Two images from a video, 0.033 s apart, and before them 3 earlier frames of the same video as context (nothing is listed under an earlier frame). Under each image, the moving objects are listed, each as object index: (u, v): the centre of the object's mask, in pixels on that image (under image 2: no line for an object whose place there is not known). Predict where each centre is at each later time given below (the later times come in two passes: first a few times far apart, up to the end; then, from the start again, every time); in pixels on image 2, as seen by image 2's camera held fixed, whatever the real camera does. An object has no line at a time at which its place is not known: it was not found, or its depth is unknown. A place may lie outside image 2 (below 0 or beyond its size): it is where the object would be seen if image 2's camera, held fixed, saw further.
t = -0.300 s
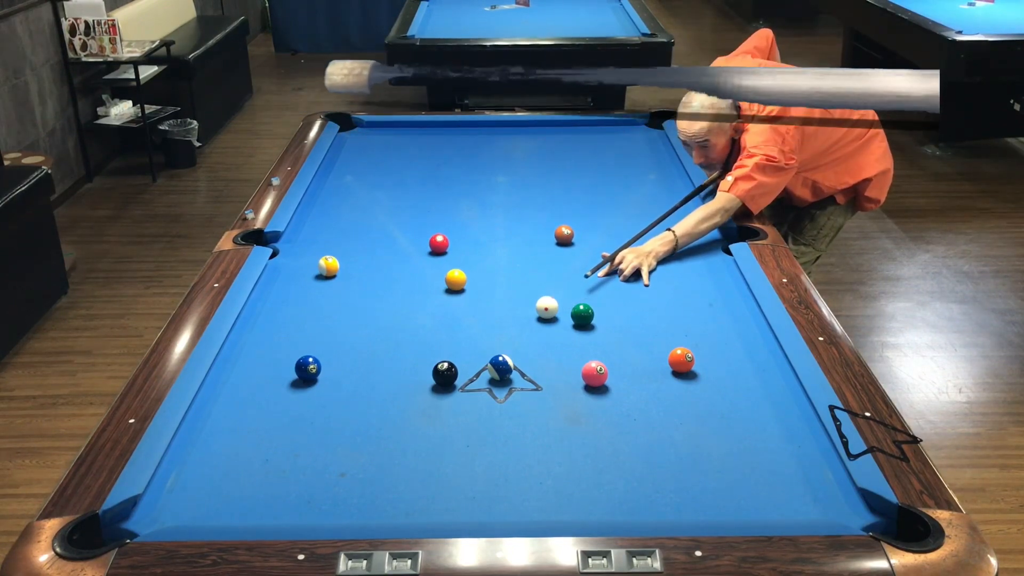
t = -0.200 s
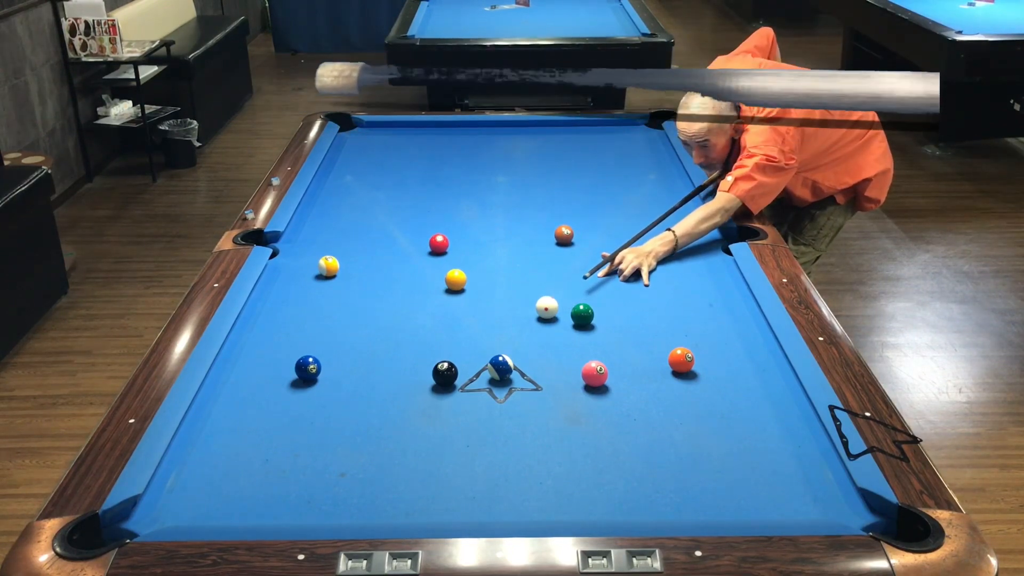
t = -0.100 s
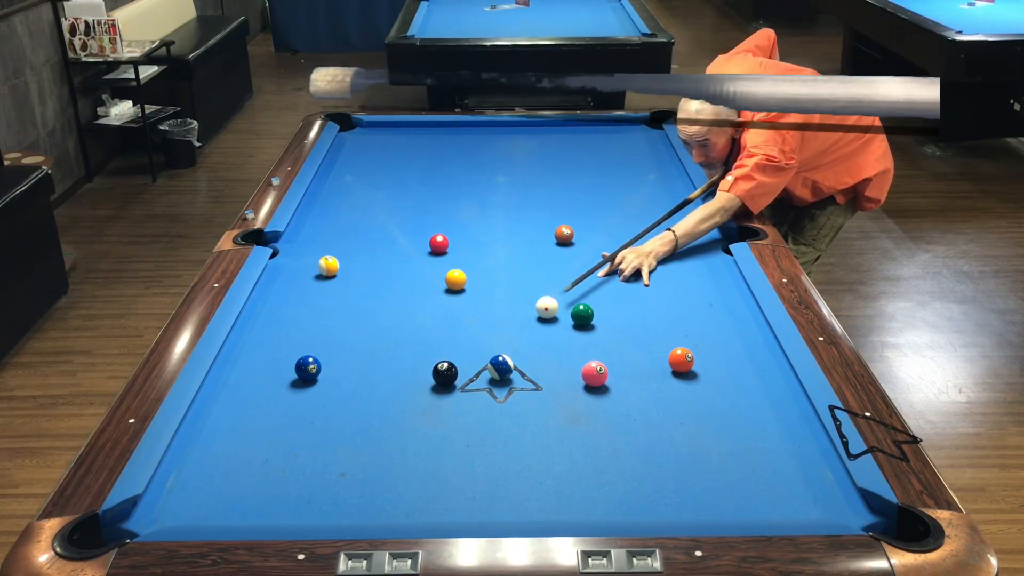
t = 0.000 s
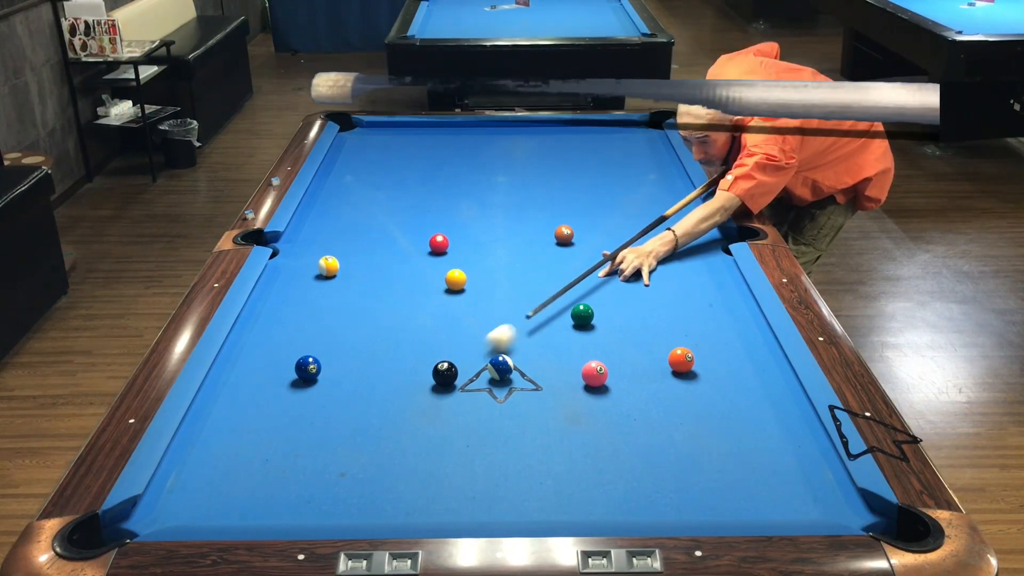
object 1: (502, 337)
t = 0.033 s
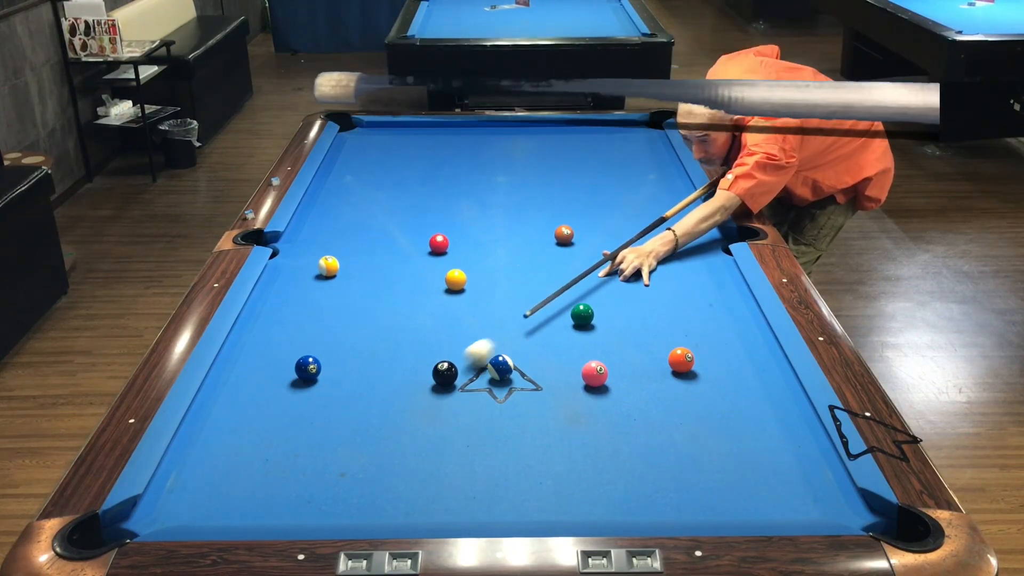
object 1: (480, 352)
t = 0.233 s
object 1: (475, 386)
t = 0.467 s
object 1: (459, 433)
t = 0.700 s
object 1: (438, 490)
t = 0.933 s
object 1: (425, 494)
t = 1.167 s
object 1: (420, 462)
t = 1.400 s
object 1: (416, 434)
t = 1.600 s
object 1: (413, 414)
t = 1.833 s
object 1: (410, 392)
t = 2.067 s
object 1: (407, 374)
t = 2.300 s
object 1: (405, 357)
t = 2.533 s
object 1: (403, 343)
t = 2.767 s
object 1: (402, 331)
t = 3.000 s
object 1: (400, 319)
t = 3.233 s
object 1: (399, 310)
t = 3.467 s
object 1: (398, 302)
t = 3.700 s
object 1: (397, 294)
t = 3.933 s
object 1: (396, 288)
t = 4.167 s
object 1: (395, 283)
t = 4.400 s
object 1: (395, 278)
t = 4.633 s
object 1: (395, 275)
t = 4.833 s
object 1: (395, 272)
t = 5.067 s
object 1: (396, 270)
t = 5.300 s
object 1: (397, 269)
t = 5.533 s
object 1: (398, 268)
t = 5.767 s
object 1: (398, 268)
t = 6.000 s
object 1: (397, 268)
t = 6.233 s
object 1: (398, 268)
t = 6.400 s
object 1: (398, 268)
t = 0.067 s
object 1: (466, 365)
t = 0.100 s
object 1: (470, 368)
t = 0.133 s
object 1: (473, 372)
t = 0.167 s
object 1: (475, 376)
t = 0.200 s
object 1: (475, 381)
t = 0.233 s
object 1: (475, 386)
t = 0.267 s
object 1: (474, 391)
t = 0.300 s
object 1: (472, 398)
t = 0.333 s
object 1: (470, 405)
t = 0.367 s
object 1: (467, 411)
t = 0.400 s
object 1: (465, 419)
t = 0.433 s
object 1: (462, 426)
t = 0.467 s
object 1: (459, 433)
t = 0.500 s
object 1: (456, 441)
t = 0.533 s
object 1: (453, 449)
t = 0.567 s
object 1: (450, 456)
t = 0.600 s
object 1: (447, 465)
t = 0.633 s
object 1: (444, 473)
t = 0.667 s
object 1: (441, 481)
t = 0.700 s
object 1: (438, 490)
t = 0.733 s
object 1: (435, 498)
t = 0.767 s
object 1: (431, 506)
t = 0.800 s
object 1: (428, 511)
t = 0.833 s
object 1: (427, 508)
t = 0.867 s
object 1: (426, 504)
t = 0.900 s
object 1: (425, 499)
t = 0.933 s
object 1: (425, 494)
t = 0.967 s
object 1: (424, 489)
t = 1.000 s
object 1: (423, 484)
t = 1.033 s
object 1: (423, 480)
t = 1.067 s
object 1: (422, 475)
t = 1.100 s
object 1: (421, 471)
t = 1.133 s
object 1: (421, 467)
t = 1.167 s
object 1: (420, 462)
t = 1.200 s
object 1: (419, 458)
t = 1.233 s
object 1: (419, 454)
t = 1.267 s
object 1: (418, 450)
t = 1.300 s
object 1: (418, 446)
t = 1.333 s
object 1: (417, 442)
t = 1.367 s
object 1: (416, 438)
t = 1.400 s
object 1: (416, 434)
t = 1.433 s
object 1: (415, 431)
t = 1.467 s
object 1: (415, 427)
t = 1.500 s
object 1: (414, 424)
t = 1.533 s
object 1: (414, 420)
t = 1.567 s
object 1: (413, 417)
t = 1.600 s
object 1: (413, 414)
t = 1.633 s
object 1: (412, 411)
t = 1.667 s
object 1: (412, 407)
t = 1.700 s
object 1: (411, 404)
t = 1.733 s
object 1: (411, 401)
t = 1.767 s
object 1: (411, 398)
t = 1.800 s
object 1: (410, 395)
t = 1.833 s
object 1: (410, 392)
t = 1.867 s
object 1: (409, 389)
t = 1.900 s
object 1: (409, 387)
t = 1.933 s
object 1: (409, 384)
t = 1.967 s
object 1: (408, 382)
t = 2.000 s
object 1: (408, 379)
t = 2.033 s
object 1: (408, 376)
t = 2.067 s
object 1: (407, 374)
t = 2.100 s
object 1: (407, 371)
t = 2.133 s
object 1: (407, 369)
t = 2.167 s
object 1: (407, 366)
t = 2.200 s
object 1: (406, 364)
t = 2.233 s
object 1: (406, 362)
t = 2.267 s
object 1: (405, 360)
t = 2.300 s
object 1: (405, 357)
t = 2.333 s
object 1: (405, 355)
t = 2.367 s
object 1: (405, 353)
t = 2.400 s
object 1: (404, 351)
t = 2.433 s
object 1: (404, 349)
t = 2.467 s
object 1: (404, 347)
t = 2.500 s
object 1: (403, 345)
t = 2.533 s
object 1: (403, 343)
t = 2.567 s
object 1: (403, 341)
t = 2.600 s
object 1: (403, 339)
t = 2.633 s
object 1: (403, 337)
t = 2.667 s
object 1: (402, 336)
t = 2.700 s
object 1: (402, 334)
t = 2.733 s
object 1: (402, 332)
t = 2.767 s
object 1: (402, 331)
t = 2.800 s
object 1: (402, 329)
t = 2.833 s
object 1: (402, 327)
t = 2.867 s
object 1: (401, 326)
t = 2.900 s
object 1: (401, 324)
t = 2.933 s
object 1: (401, 322)
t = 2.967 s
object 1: (401, 321)
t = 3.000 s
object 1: (400, 319)
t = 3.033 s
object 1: (400, 318)
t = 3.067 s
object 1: (400, 316)
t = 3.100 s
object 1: (400, 315)
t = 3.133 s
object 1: (399, 313)
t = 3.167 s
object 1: (399, 312)
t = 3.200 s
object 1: (399, 311)
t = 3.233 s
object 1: (399, 310)
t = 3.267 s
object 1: (399, 309)
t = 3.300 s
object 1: (398, 307)
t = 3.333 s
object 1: (398, 306)
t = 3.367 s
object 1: (398, 305)
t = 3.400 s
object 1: (398, 304)
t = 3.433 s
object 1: (398, 303)
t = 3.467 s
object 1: (398, 302)
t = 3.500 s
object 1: (398, 300)
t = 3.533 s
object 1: (397, 299)
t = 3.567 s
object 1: (397, 298)
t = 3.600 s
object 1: (397, 297)
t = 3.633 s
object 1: (397, 296)
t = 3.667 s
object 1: (397, 295)
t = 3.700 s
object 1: (397, 294)
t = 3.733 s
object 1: (396, 293)
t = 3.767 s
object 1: (396, 292)
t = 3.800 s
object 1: (396, 292)
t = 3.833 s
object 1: (396, 291)
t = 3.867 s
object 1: (396, 290)
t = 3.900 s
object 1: (396, 289)
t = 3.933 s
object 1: (396, 288)
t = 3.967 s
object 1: (396, 287)
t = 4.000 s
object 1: (396, 287)
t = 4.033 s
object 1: (396, 286)
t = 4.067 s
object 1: (395, 285)
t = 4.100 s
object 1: (395, 284)
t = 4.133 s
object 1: (395, 283)
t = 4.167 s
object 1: (395, 283)
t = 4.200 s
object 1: (395, 282)
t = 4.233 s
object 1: (395, 281)
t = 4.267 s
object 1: (395, 281)
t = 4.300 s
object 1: (395, 280)
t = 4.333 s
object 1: (395, 280)
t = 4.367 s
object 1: (395, 279)
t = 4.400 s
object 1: (395, 278)
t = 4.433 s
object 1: (395, 278)
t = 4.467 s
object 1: (395, 277)
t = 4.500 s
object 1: (395, 277)
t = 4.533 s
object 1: (395, 276)
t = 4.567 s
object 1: (395, 276)
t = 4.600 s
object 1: (395, 275)
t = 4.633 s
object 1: (395, 275)
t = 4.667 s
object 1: (395, 274)
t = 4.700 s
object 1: (395, 274)
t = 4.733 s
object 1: (395, 274)
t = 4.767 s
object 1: (395, 273)
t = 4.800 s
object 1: (395, 273)
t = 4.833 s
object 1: (395, 272)
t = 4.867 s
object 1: (395, 272)
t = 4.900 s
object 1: (395, 272)
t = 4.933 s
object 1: (395, 271)
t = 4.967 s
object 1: (395, 271)
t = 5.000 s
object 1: (395, 271)
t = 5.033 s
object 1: (396, 270)
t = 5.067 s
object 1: (396, 270)
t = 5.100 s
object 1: (396, 270)
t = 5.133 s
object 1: (396, 270)
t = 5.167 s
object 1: (396, 269)
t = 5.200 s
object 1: (396, 269)
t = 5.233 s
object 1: (396, 269)
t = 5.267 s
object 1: (396, 269)
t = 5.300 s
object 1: (397, 269)
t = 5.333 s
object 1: (397, 268)
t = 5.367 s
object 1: (397, 268)
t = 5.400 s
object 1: (397, 268)
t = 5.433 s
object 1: (397, 268)
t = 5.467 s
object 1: (397, 268)
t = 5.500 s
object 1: (397, 268)
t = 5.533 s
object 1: (398, 268)
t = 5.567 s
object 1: (398, 268)
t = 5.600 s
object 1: (398, 268)
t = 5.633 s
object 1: (398, 268)
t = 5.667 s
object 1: (398, 268)
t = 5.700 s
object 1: (398, 268)
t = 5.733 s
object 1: (398, 268)
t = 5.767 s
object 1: (398, 268)
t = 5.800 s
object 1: (398, 268)
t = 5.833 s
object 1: (398, 268)
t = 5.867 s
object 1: (398, 268)
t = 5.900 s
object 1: (398, 268)
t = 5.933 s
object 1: (398, 268)
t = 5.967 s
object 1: (398, 268)
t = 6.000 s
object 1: (397, 268)
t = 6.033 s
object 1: (398, 268)
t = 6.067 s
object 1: (398, 268)
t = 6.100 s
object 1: (398, 268)
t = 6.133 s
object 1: (398, 268)
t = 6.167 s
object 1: (398, 268)
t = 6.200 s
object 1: (398, 268)
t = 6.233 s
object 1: (398, 268)
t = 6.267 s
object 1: (398, 268)
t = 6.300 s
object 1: (398, 268)
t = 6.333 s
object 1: (398, 268)
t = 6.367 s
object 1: (398, 268)
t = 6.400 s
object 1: (398, 268)
